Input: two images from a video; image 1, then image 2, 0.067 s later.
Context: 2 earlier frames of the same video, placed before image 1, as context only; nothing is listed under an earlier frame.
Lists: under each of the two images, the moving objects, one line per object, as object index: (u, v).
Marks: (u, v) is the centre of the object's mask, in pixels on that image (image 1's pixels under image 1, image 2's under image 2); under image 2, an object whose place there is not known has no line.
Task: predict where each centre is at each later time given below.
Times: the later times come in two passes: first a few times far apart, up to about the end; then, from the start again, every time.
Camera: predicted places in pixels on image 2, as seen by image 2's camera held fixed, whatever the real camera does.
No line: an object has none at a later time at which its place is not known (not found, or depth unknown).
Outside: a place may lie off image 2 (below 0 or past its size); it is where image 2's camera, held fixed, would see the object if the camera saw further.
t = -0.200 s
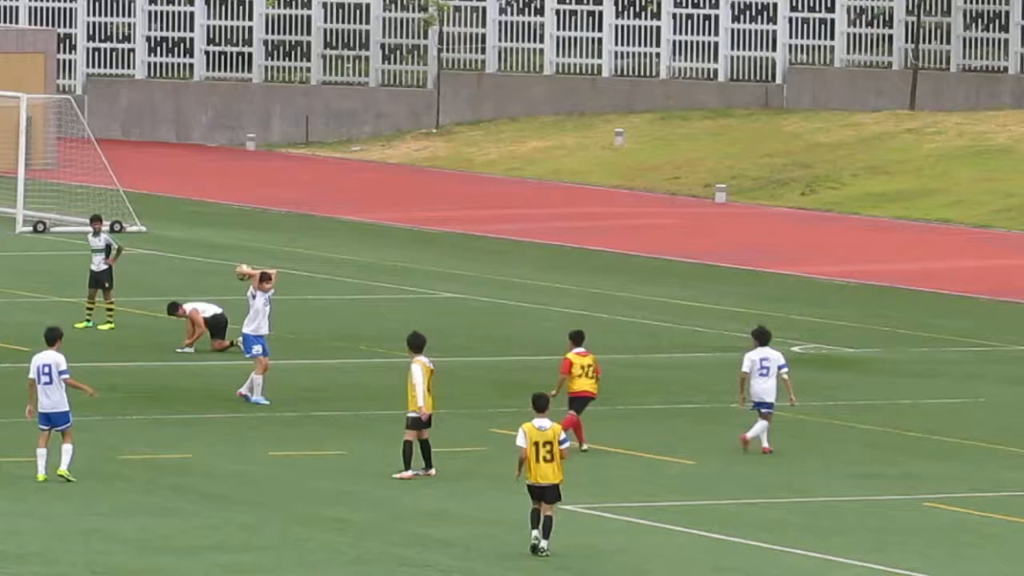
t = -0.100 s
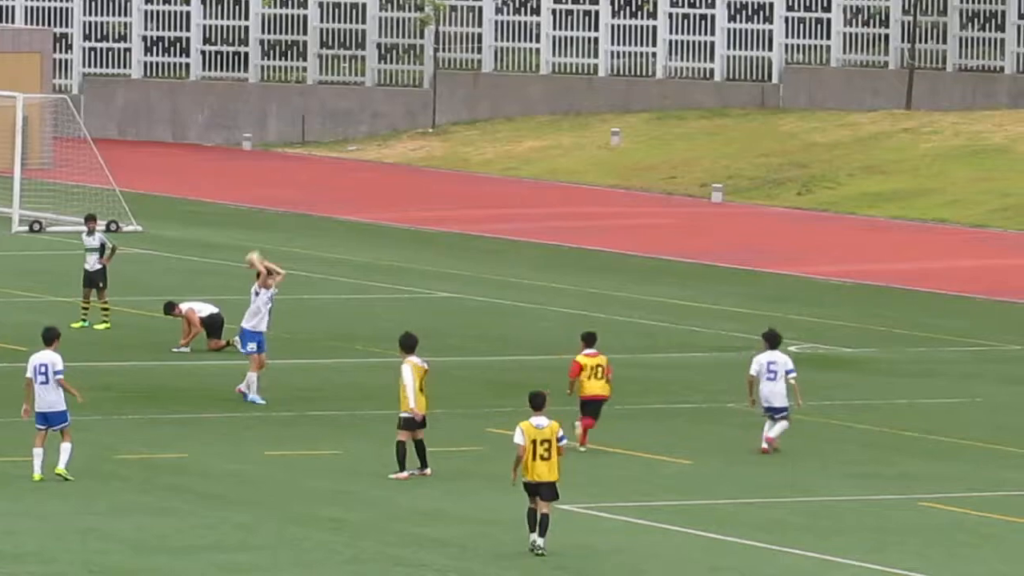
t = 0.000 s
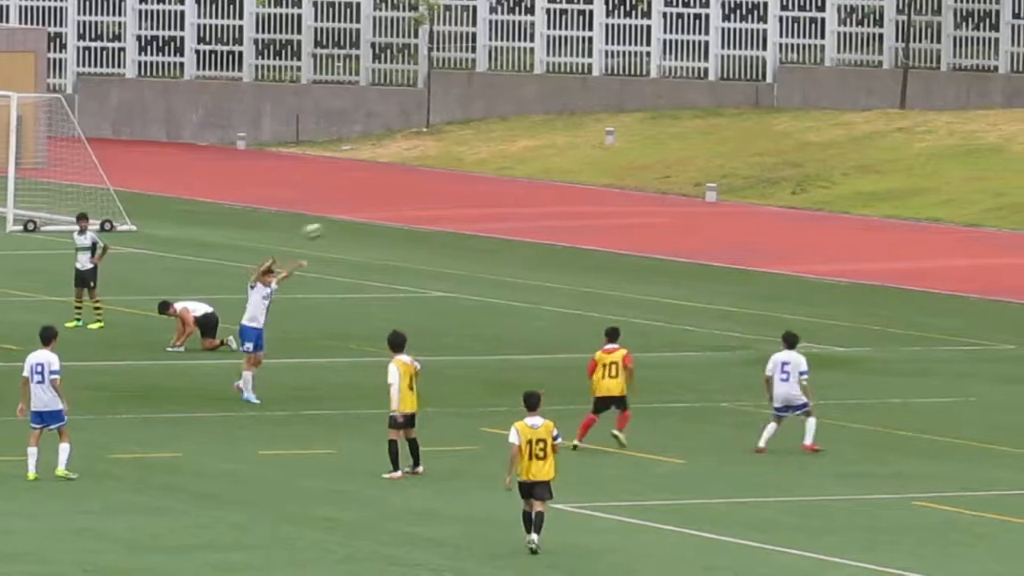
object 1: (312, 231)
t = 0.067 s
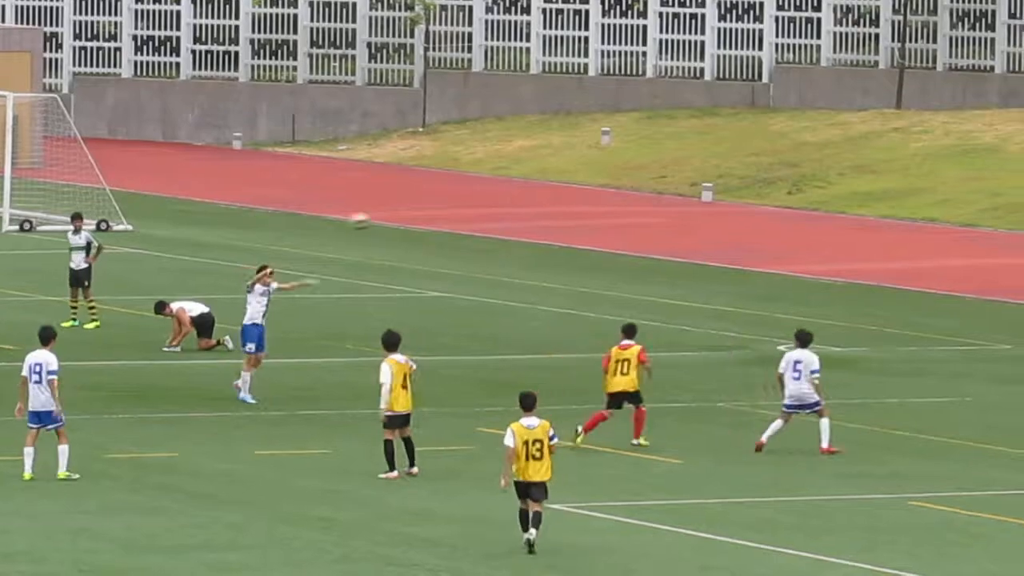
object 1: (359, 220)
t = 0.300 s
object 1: (535, 213)
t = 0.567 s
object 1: (738, 255)
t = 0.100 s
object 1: (383, 217)
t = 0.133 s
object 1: (409, 214)
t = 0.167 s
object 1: (433, 212)
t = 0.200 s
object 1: (459, 211)
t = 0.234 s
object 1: (484, 210)
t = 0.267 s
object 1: (509, 211)
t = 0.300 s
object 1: (535, 213)
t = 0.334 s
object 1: (559, 215)
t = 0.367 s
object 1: (584, 218)
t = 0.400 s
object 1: (609, 222)
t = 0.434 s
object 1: (635, 227)
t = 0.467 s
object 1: (661, 233)
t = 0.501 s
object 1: (686, 239)
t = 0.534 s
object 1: (712, 246)
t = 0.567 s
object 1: (738, 255)
